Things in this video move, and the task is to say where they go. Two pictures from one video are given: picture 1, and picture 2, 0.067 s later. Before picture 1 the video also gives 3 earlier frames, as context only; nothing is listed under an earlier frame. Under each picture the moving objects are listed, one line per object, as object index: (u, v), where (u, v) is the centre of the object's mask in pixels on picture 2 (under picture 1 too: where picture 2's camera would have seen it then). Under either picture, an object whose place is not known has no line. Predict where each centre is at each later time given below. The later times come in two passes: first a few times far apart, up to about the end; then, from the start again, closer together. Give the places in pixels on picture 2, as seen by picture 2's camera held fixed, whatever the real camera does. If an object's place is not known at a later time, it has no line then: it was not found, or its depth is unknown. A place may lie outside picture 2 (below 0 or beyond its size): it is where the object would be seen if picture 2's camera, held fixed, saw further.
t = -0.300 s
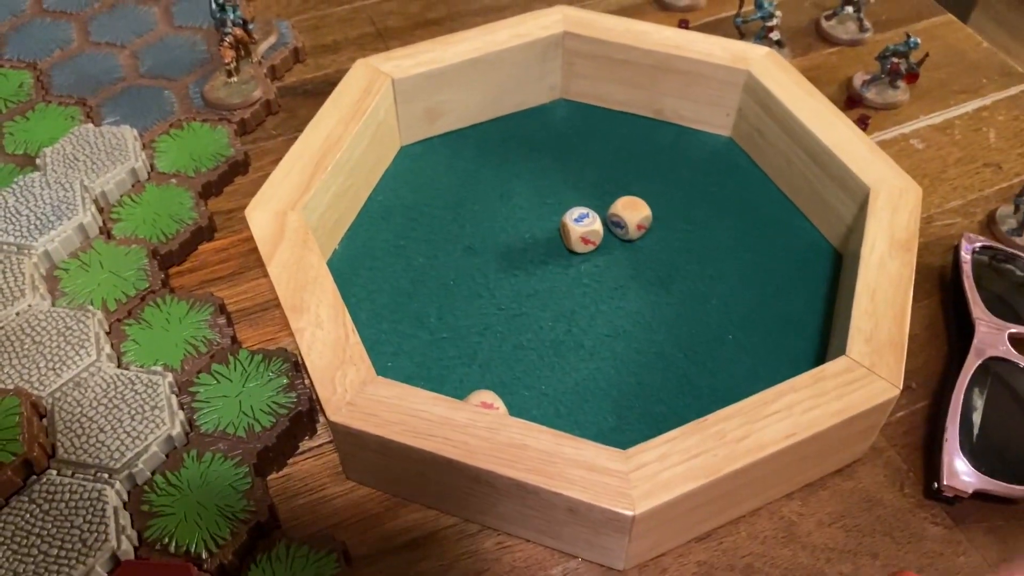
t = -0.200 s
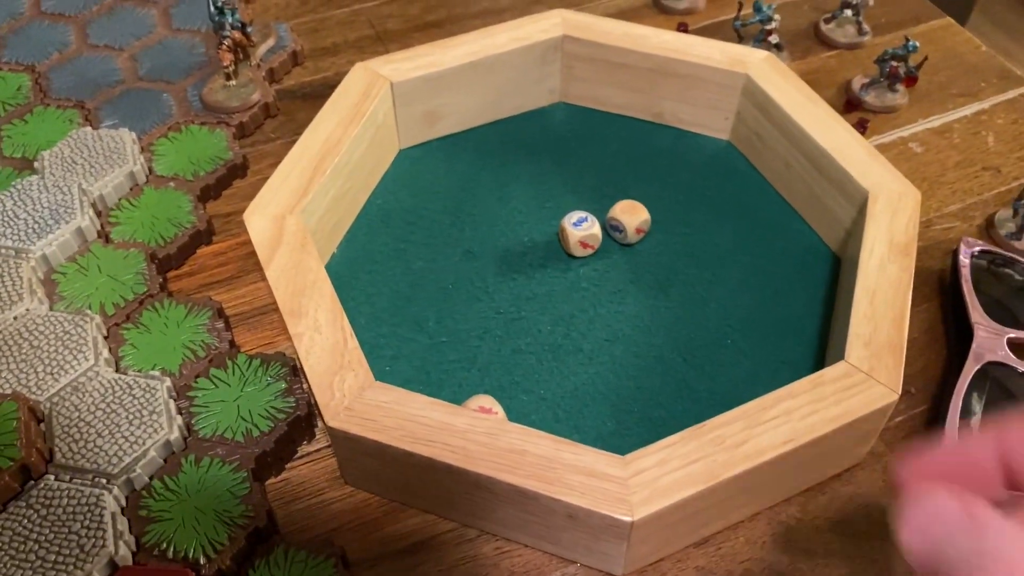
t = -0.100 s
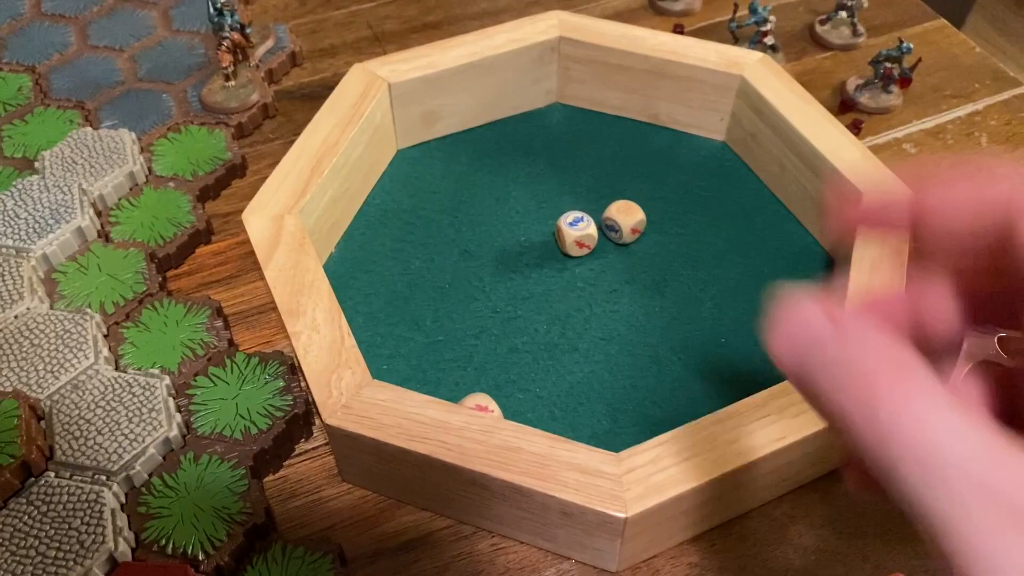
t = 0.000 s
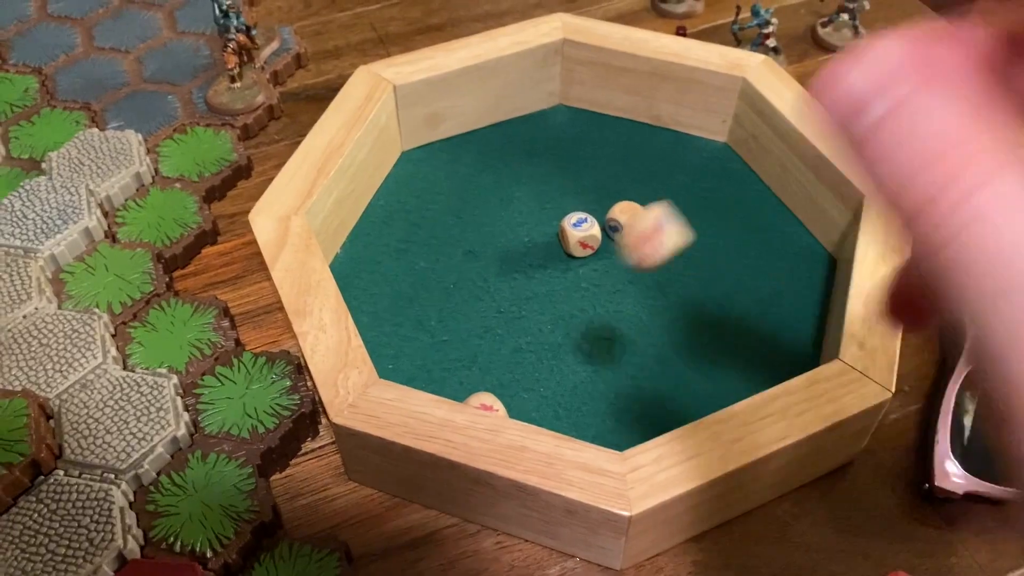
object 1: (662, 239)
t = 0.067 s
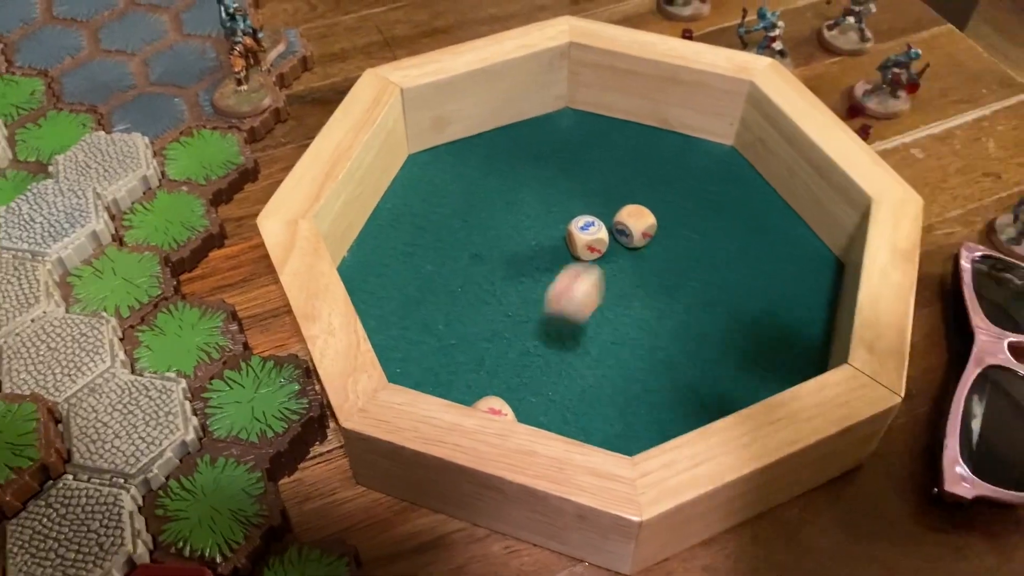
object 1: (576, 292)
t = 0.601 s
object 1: (384, 244)
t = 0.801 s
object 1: (377, 243)
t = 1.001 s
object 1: (380, 239)
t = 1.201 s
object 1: (380, 240)
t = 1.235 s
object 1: (380, 240)
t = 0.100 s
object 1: (546, 314)
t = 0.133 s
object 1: (534, 276)
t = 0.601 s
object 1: (384, 244)
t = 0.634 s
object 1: (381, 235)
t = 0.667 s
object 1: (376, 229)
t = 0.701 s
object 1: (377, 228)
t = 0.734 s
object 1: (381, 232)
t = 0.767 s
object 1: (381, 239)
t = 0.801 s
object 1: (377, 243)
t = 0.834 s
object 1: (377, 242)
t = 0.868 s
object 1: (379, 240)
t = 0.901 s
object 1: (381, 238)
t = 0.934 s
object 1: (379, 240)
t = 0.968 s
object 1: (379, 240)
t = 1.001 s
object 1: (380, 239)
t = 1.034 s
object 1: (380, 240)
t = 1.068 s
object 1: (380, 240)
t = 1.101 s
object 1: (380, 240)
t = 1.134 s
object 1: (380, 240)
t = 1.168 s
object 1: (380, 240)
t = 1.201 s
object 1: (380, 240)
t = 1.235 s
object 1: (380, 240)
